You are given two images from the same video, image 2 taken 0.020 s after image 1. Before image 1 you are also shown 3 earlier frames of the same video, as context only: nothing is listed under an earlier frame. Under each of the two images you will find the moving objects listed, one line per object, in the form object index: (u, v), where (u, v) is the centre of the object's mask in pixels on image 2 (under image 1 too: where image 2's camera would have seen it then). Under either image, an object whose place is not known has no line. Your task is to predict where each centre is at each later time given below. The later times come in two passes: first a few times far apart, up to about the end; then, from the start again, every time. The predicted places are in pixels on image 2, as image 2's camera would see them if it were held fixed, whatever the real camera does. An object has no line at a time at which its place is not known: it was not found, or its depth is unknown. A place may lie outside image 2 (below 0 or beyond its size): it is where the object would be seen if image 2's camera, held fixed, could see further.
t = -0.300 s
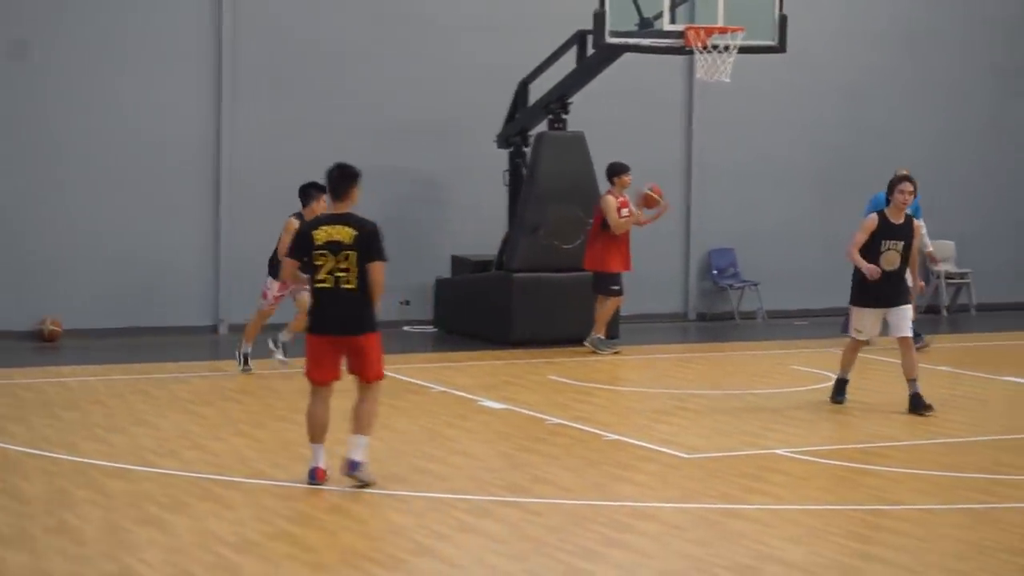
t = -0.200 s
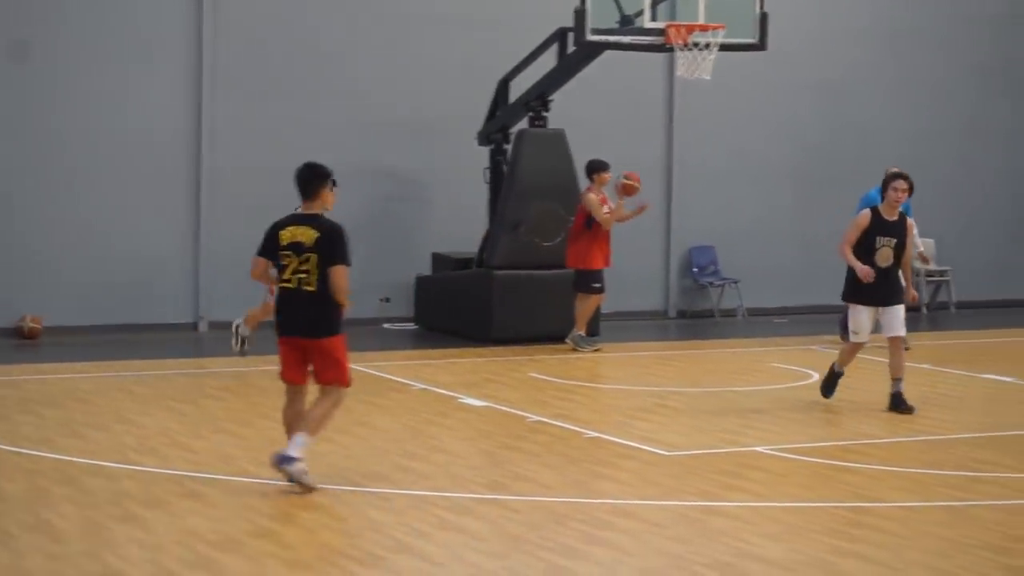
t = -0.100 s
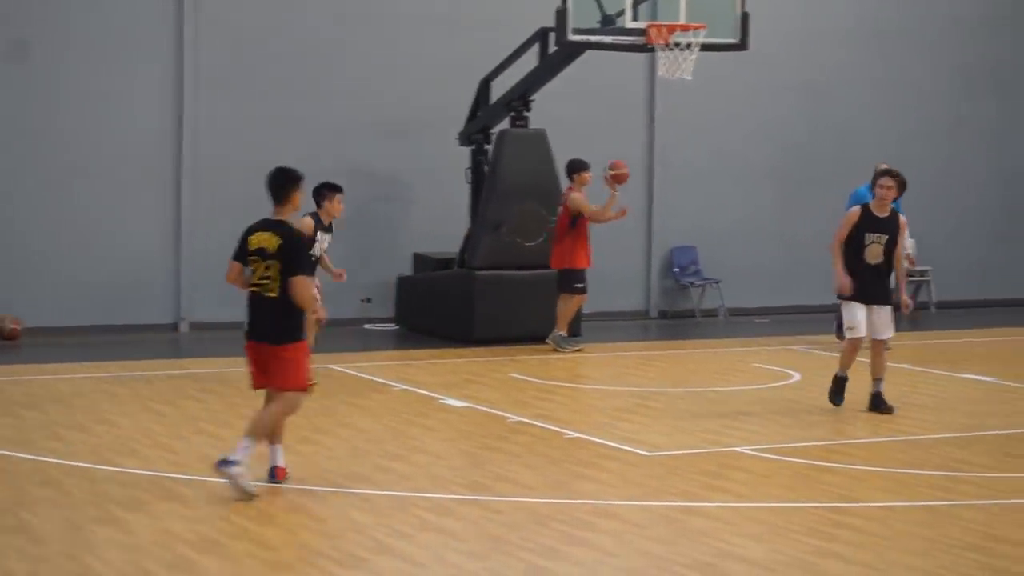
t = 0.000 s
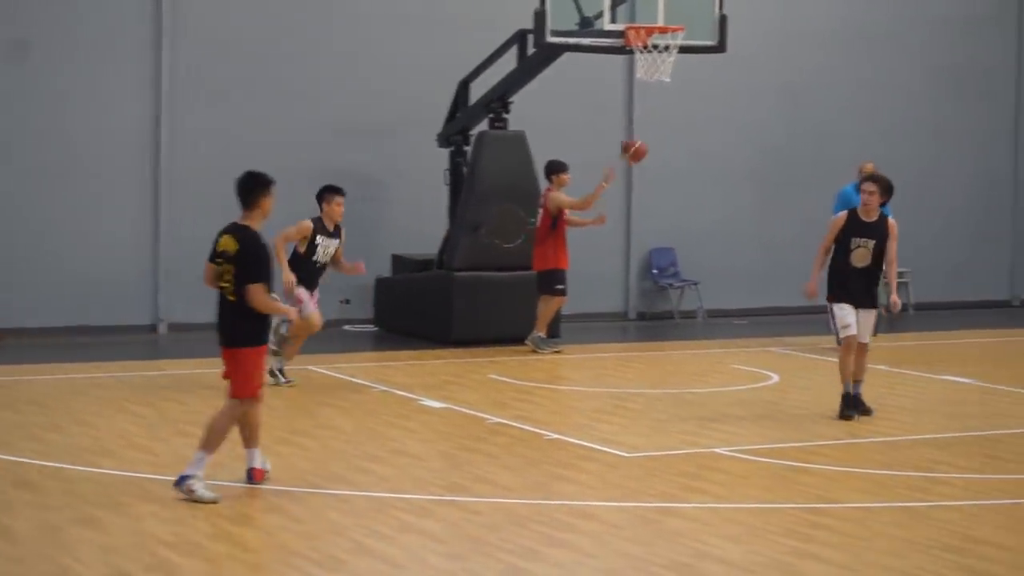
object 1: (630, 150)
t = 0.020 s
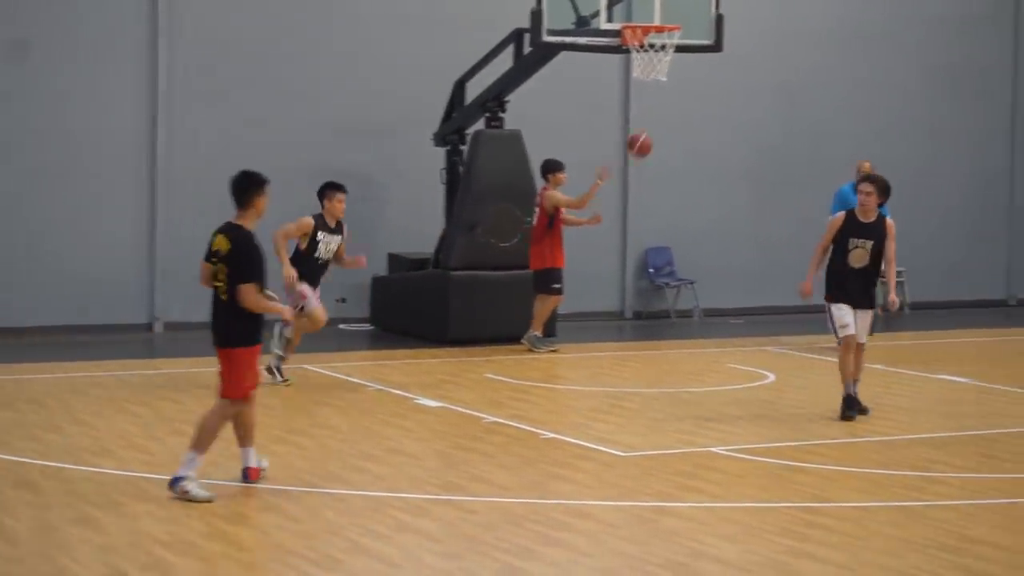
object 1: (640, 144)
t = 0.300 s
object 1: (776, 127)
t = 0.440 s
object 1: (845, 147)
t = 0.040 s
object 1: (649, 140)
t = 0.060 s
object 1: (659, 136)
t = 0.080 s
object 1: (668, 133)
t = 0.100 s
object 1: (678, 131)
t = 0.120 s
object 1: (687, 129)
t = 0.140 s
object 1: (696, 128)
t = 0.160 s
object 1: (706, 127)
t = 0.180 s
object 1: (716, 126)
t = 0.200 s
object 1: (726, 124)
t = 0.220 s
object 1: (736, 124)
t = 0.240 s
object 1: (745, 124)
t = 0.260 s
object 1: (755, 125)
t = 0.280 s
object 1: (765, 126)
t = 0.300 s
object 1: (776, 127)
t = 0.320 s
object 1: (785, 129)
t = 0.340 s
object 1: (795, 131)
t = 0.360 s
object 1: (805, 133)
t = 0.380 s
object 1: (815, 136)
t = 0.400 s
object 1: (825, 140)
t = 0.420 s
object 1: (835, 144)
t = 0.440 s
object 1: (845, 147)
